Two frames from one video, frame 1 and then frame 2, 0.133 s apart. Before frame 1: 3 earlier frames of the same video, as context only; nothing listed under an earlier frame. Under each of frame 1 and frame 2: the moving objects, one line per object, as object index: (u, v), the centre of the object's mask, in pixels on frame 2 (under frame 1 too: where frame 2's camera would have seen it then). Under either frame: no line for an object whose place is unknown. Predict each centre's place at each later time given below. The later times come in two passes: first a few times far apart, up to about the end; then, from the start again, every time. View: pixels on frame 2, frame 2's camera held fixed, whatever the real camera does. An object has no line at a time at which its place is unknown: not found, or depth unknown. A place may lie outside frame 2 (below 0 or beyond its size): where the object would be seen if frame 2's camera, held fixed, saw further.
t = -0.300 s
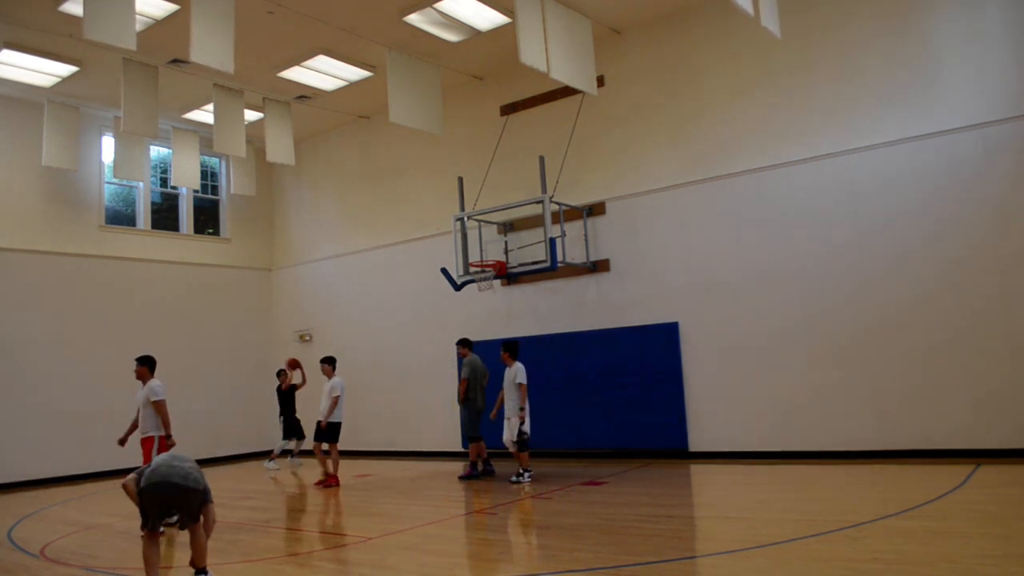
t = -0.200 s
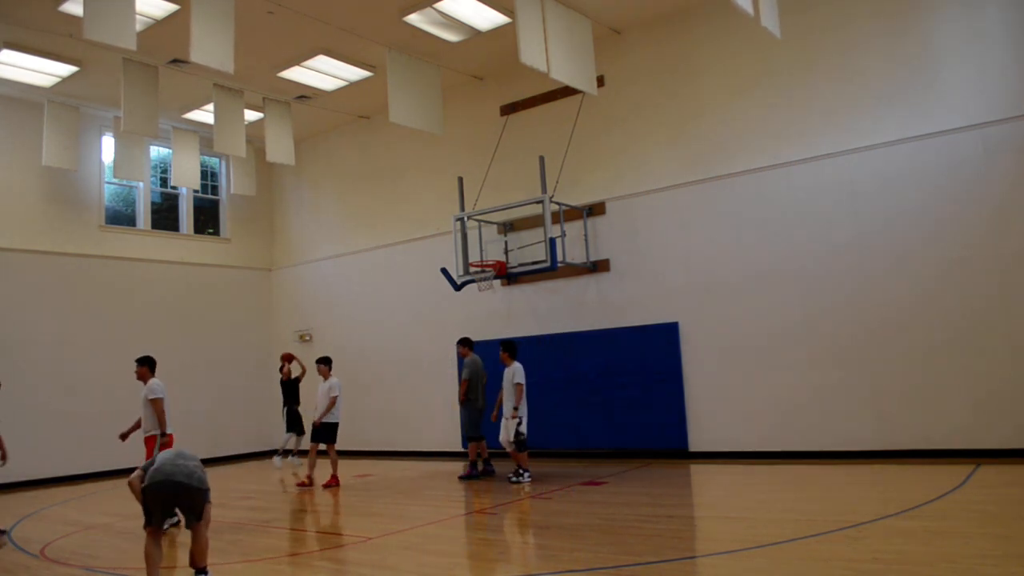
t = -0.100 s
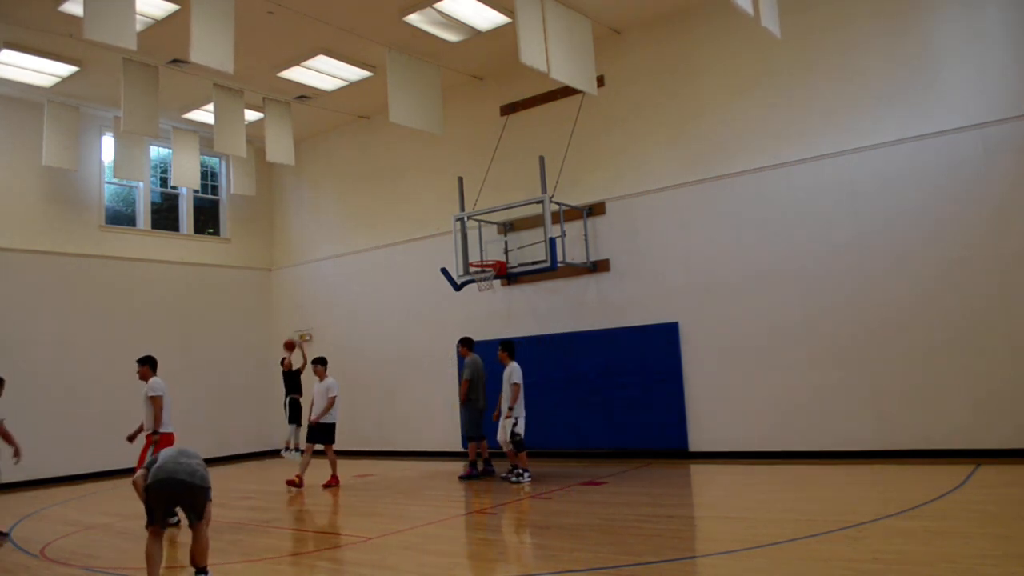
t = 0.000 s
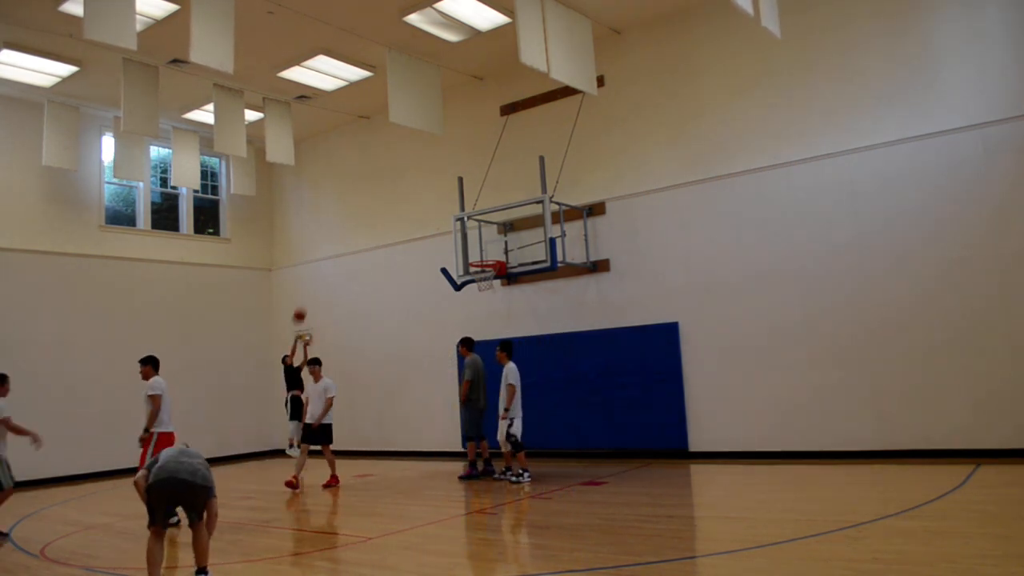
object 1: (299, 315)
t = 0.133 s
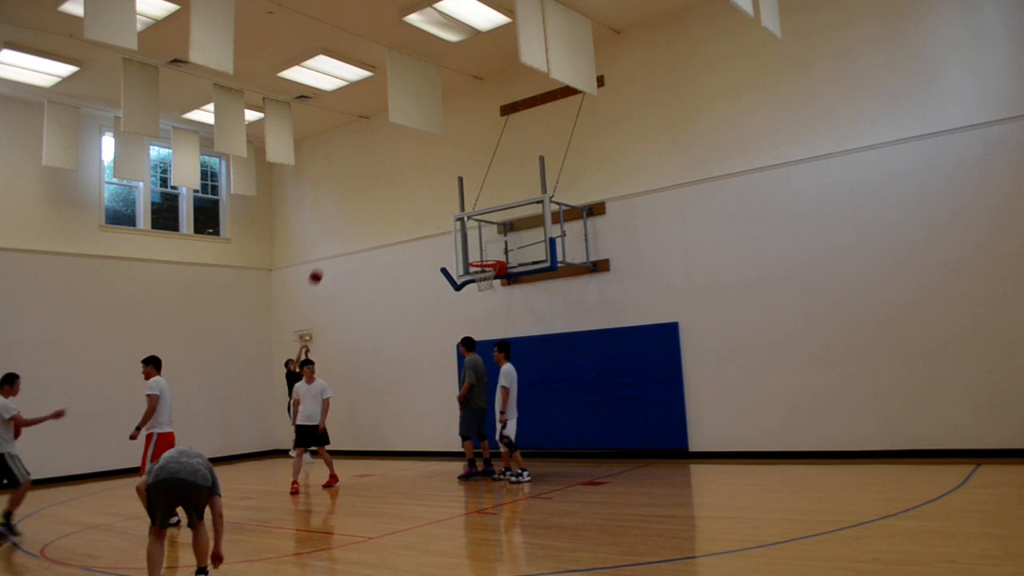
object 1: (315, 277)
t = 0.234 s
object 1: (328, 253)
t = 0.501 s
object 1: (366, 212)
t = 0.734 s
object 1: (403, 209)
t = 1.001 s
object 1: (453, 246)
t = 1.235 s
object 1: (417, 253)
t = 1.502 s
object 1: (347, 285)
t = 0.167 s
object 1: (320, 268)
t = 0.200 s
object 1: (324, 260)
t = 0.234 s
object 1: (328, 253)
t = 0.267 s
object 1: (333, 246)
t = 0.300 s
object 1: (337, 239)
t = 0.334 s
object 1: (342, 233)
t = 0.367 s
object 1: (347, 228)
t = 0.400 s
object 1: (351, 223)
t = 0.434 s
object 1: (356, 219)
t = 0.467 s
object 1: (361, 215)
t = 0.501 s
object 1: (366, 212)
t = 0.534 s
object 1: (371, 210)
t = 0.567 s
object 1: (376, 208)
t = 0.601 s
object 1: (381, 207)
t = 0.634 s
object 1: (387, 206)
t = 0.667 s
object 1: (392, 206)
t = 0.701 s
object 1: (398, 207)
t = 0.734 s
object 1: (403, 209)
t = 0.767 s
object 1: (409, 211)
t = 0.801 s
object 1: (415, 214)
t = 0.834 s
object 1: (421, 217)
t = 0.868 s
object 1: (427, 221)
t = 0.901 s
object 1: (433, 226)
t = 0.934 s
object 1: (440, 232)
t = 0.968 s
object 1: (446, 238)
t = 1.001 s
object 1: (453, 246)
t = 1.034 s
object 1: (460, 255)
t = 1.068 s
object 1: (460, 258)
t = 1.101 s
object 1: (452, 256)
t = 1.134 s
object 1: (443, 254)
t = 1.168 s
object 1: (434, 253)
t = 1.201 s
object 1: (426, 253)
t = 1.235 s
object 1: (417, 253)
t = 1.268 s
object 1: (408, 254)
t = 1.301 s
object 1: (400, 257)
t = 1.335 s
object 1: (391, 259)
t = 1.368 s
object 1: (382, 263)
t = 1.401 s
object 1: (373, 267)
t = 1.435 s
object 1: (364, 272)
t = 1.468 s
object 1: (356, 278)
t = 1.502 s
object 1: (347, 285)
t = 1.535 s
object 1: (338, 292)
